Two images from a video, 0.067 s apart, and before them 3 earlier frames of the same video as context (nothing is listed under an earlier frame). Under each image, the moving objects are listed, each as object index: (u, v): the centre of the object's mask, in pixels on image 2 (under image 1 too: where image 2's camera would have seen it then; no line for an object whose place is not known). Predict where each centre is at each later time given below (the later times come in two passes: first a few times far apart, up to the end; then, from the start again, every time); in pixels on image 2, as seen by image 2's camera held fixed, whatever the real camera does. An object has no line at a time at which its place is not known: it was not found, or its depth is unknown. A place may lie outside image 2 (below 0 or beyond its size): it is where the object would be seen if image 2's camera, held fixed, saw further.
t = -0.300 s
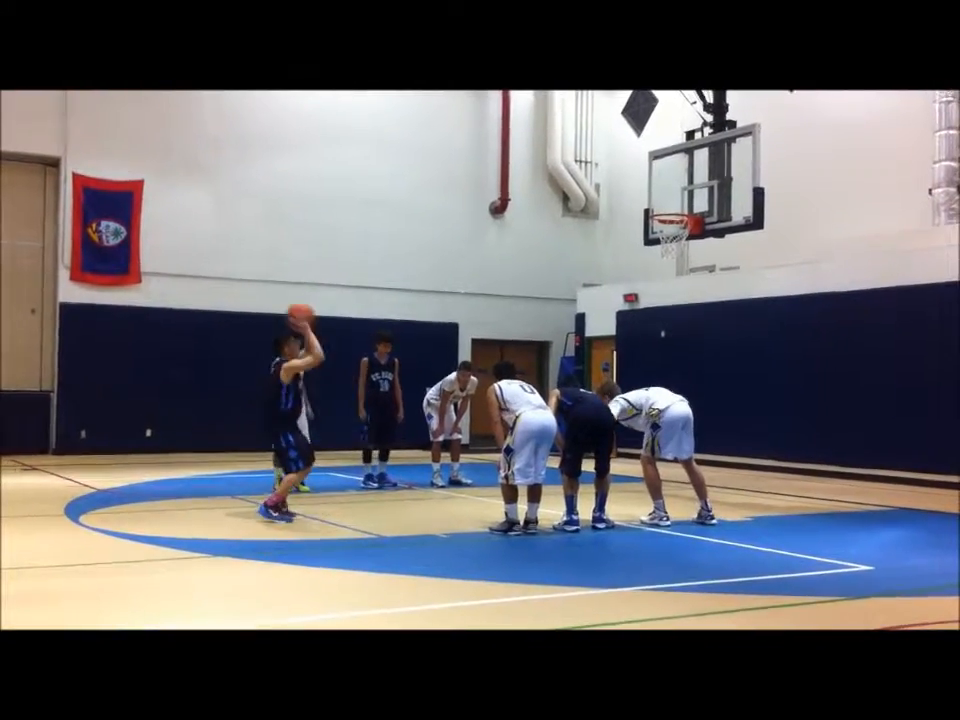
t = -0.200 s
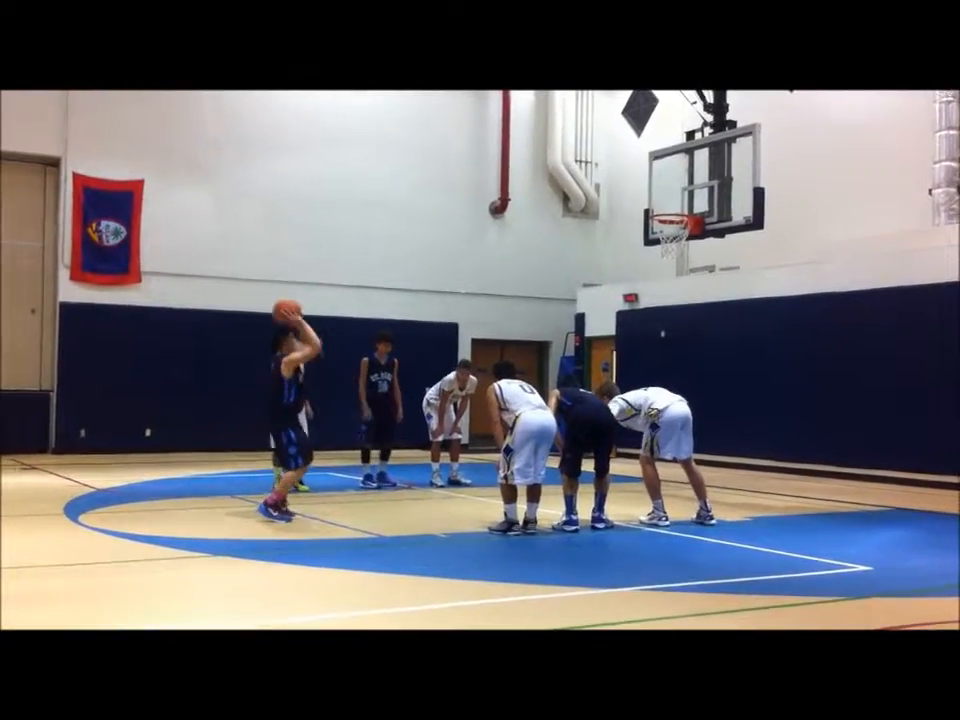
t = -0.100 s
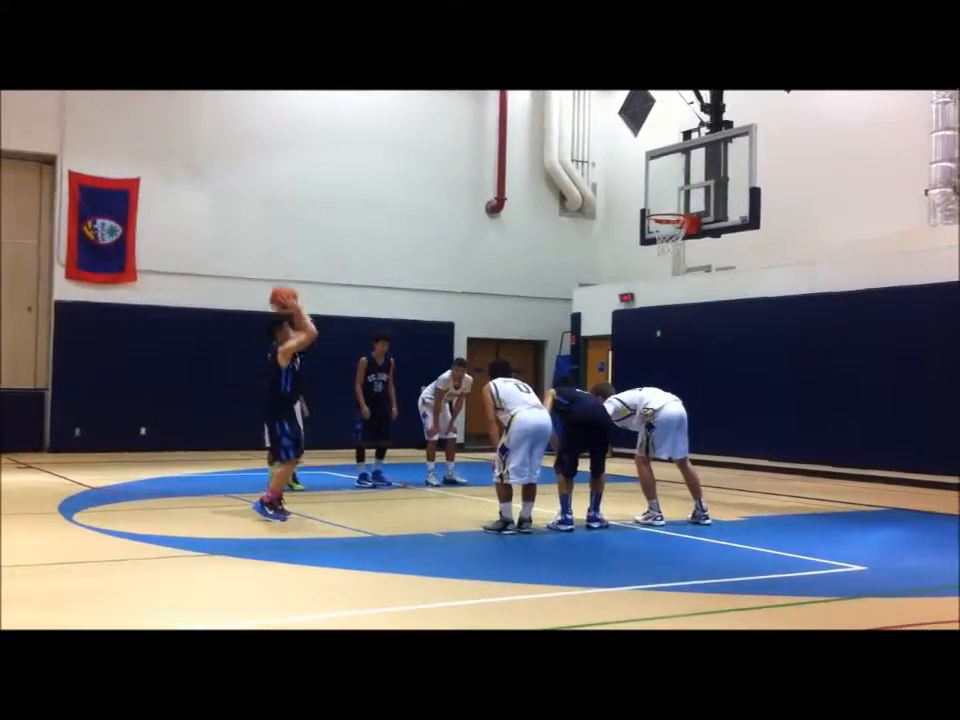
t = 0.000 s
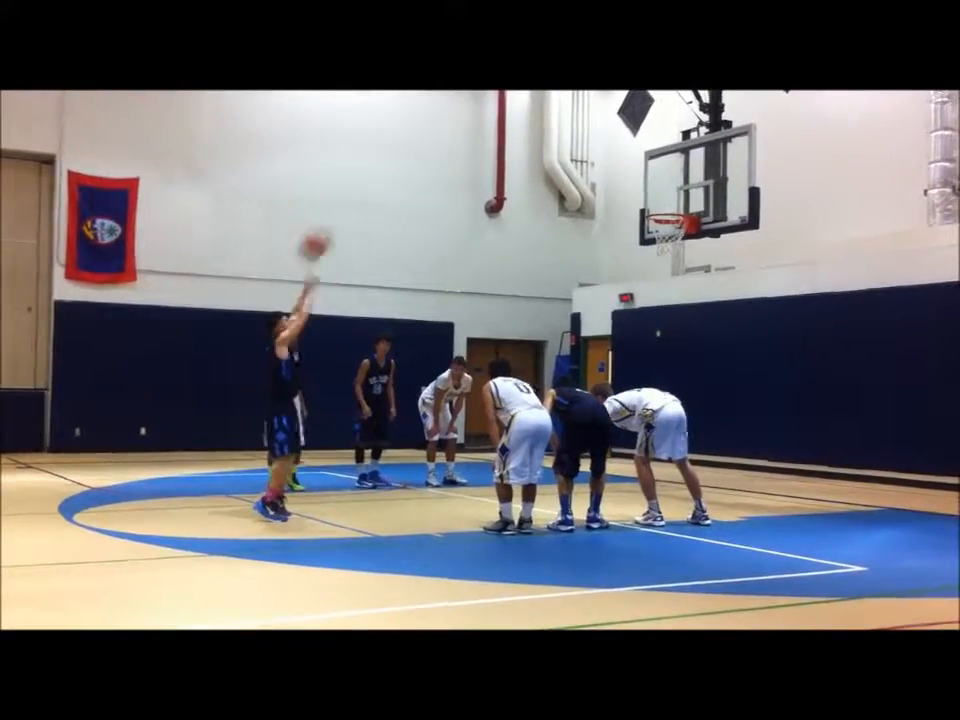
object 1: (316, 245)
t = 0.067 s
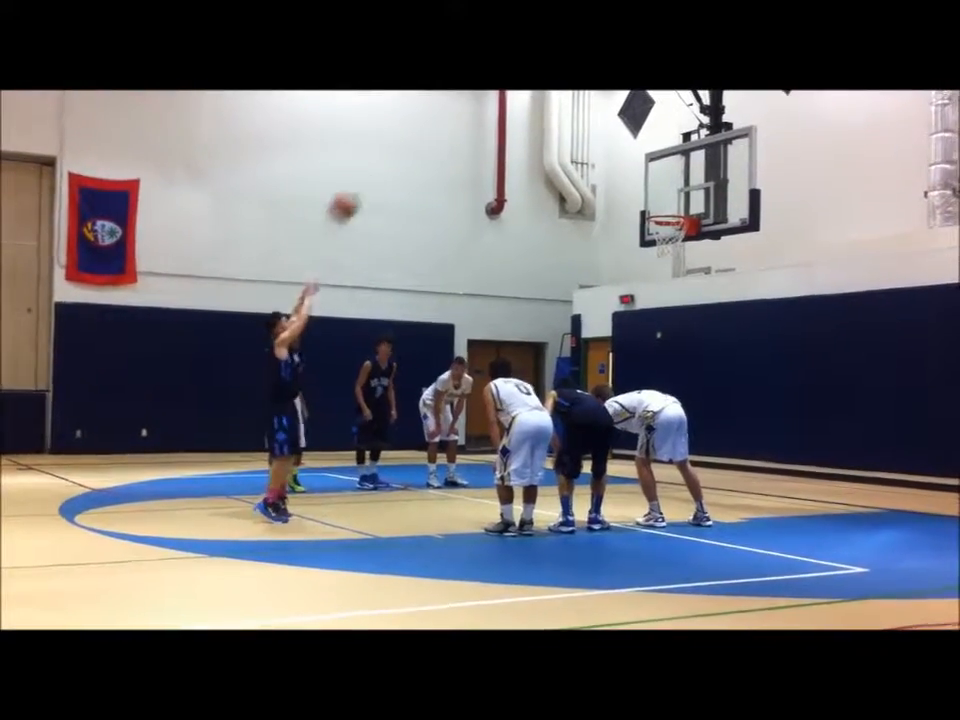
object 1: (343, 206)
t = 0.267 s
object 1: (425, 125)
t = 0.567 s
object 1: (532, 90)
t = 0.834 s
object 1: (608, 120)
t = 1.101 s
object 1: (676, 210)
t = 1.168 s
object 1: (683, 243)
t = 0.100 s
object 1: (359, 190)
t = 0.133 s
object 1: (374, 175)
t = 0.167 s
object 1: (386, 161)
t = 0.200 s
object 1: (400, 148)
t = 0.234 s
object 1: (411, 135)
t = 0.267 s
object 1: (425, 125)
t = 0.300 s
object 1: (437, 115)
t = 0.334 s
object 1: (448, 107)
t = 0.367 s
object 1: (459, 102)
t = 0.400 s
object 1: (472, 97)
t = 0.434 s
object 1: (484, 95)
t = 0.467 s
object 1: (498, 91)
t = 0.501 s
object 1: (508, 89)
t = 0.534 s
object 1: (520, 89)
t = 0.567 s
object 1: (532, 90)
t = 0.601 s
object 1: (541, 90)
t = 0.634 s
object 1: (550, 91)
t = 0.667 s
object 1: (560, 92)
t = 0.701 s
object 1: (571, 94)
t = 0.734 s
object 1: (581, 99)
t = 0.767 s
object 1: (591, 105)
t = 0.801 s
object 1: (599, 112)
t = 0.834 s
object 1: (608, 120)
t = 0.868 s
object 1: (617, 130)
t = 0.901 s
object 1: (626, 140)
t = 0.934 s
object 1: (634, 150)
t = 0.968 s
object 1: (643, 162)
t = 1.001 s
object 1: (653, 175)
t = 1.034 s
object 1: (663, 187)
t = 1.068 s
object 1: (670, 201)
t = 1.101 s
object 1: (676, 210)
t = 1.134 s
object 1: (686, 232)
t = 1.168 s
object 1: (683, 243)
